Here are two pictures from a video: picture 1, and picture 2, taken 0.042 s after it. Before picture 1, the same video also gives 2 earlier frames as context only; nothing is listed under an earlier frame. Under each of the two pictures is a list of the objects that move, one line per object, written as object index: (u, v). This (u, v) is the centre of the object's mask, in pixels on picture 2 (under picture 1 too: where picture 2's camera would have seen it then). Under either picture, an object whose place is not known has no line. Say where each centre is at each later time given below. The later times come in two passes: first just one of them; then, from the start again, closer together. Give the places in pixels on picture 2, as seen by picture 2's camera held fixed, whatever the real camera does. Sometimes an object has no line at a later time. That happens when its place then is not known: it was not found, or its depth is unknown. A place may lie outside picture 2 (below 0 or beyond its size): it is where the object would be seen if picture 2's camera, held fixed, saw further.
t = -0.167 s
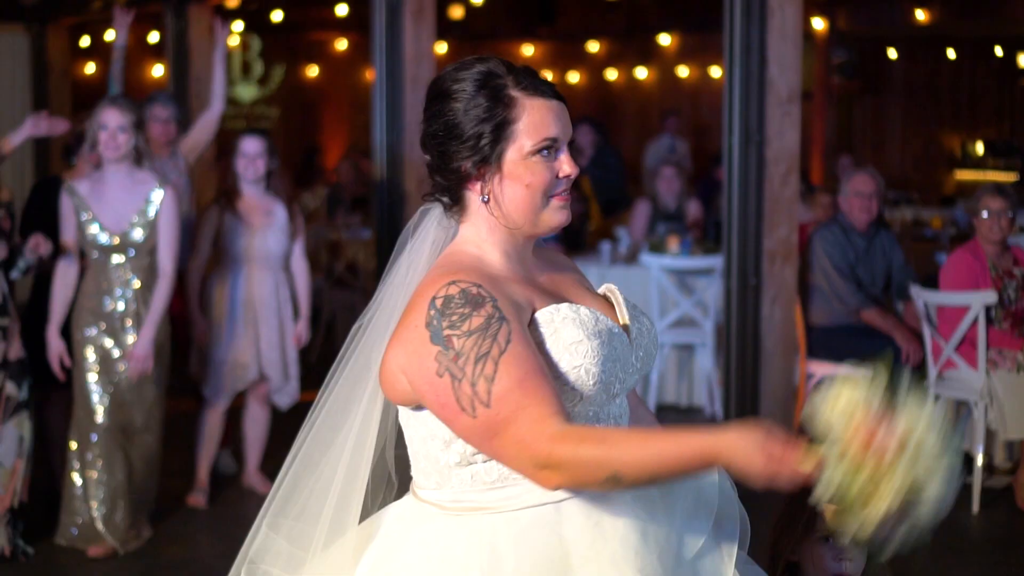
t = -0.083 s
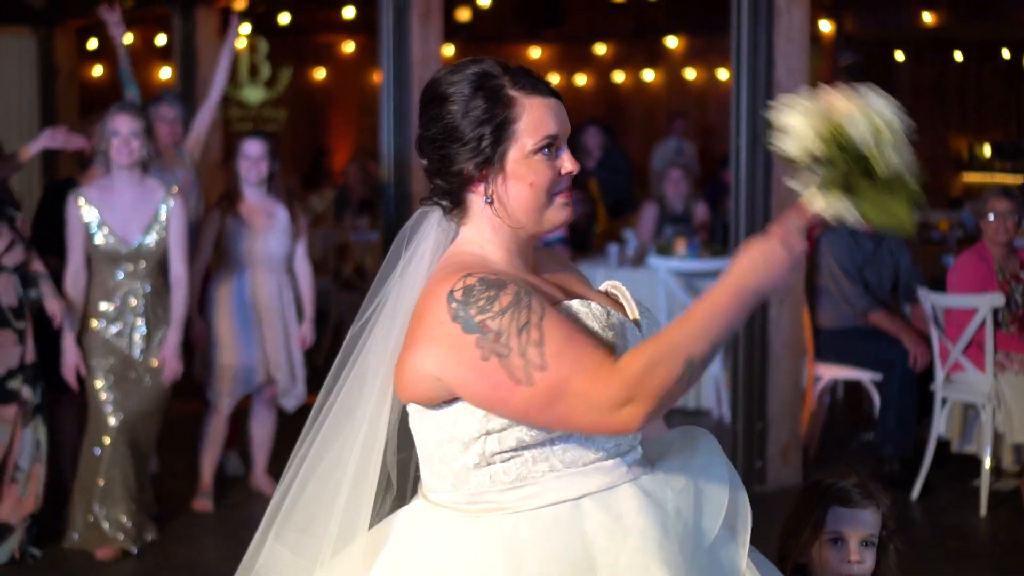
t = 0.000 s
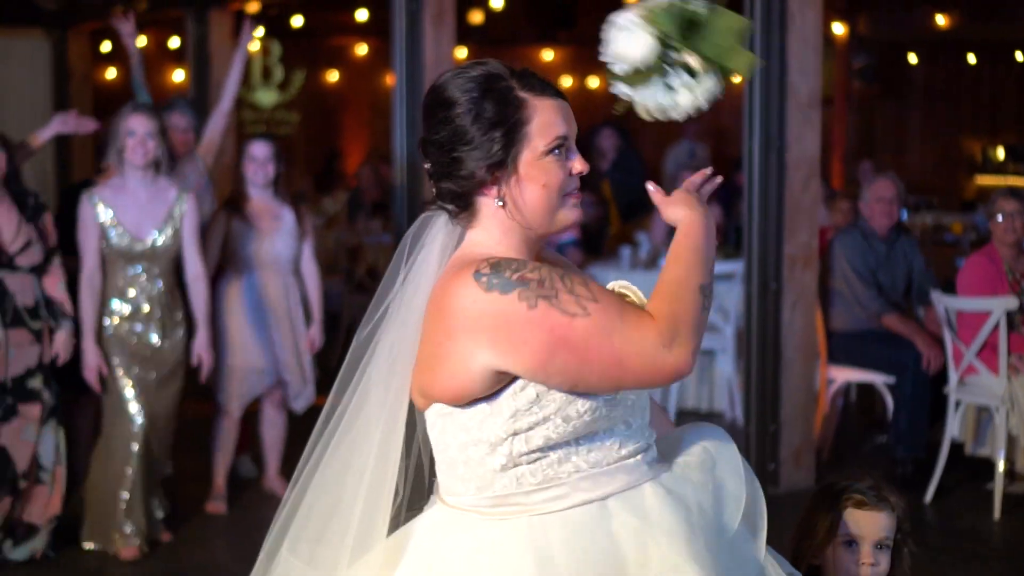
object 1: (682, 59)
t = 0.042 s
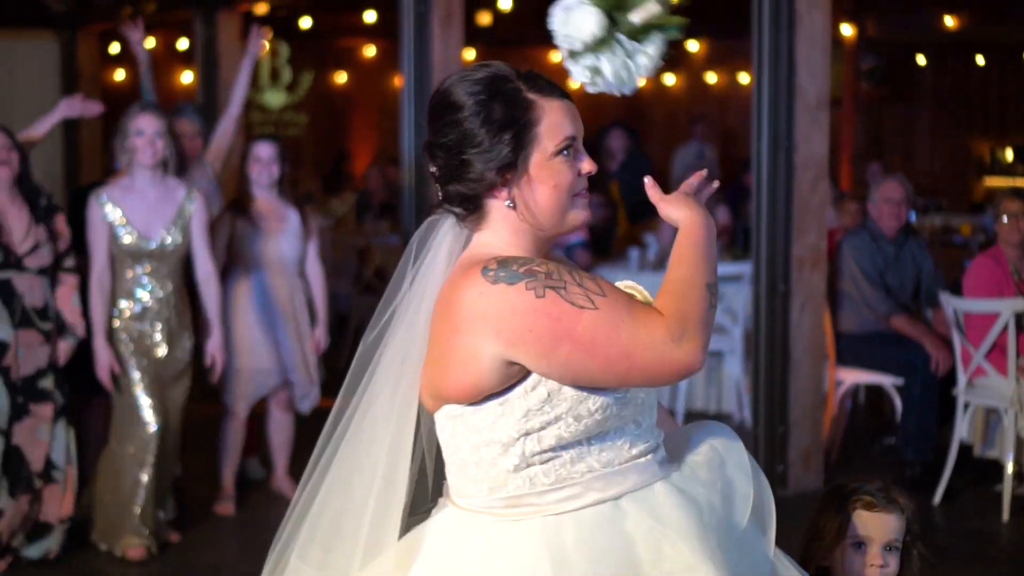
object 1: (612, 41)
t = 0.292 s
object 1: (365, 75)
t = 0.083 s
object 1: (553, 33)
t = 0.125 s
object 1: (505, 26)
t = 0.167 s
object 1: (463, 26)
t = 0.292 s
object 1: (365, 75)
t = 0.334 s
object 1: (339, 107)
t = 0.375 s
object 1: (315, 141)
